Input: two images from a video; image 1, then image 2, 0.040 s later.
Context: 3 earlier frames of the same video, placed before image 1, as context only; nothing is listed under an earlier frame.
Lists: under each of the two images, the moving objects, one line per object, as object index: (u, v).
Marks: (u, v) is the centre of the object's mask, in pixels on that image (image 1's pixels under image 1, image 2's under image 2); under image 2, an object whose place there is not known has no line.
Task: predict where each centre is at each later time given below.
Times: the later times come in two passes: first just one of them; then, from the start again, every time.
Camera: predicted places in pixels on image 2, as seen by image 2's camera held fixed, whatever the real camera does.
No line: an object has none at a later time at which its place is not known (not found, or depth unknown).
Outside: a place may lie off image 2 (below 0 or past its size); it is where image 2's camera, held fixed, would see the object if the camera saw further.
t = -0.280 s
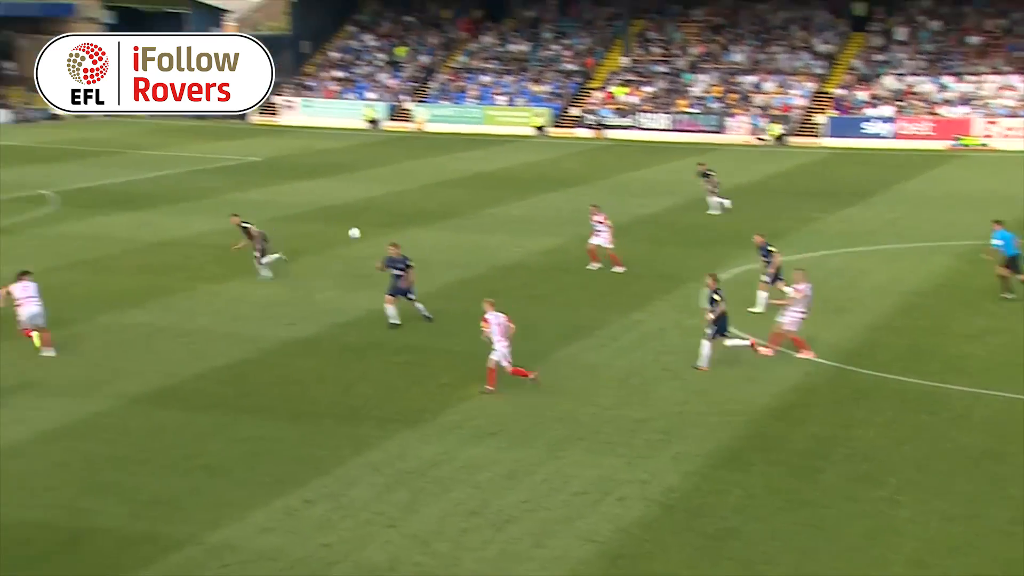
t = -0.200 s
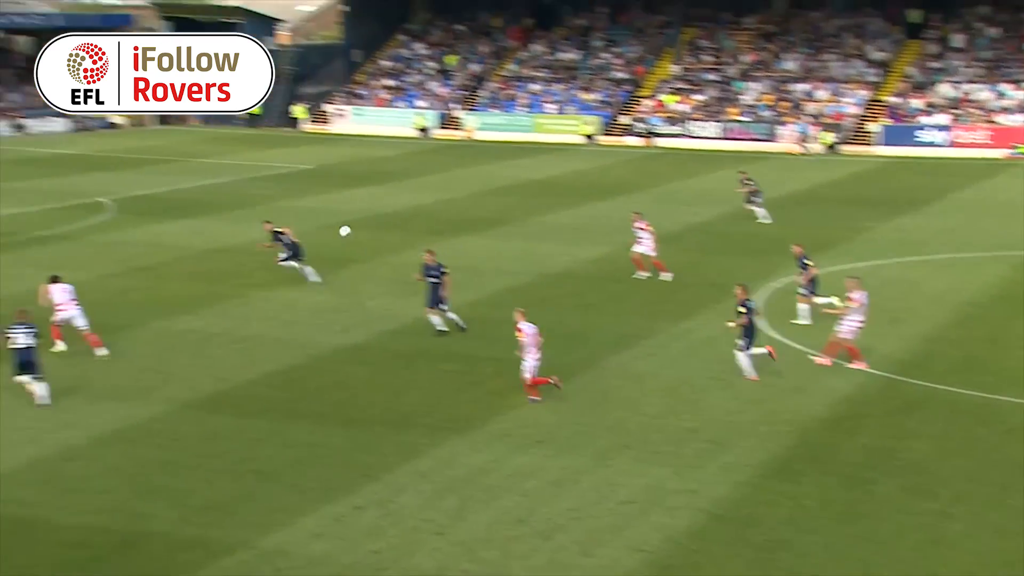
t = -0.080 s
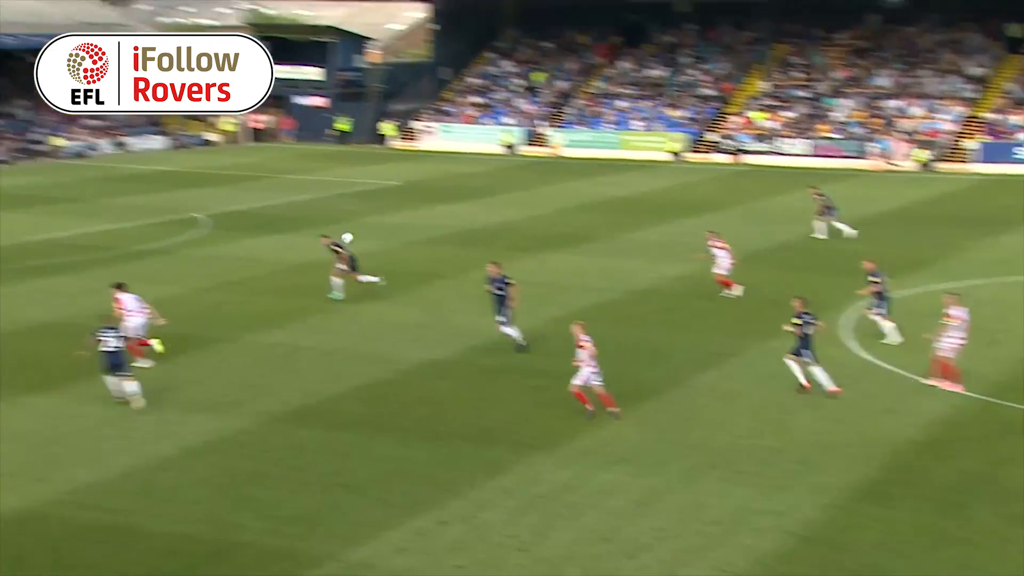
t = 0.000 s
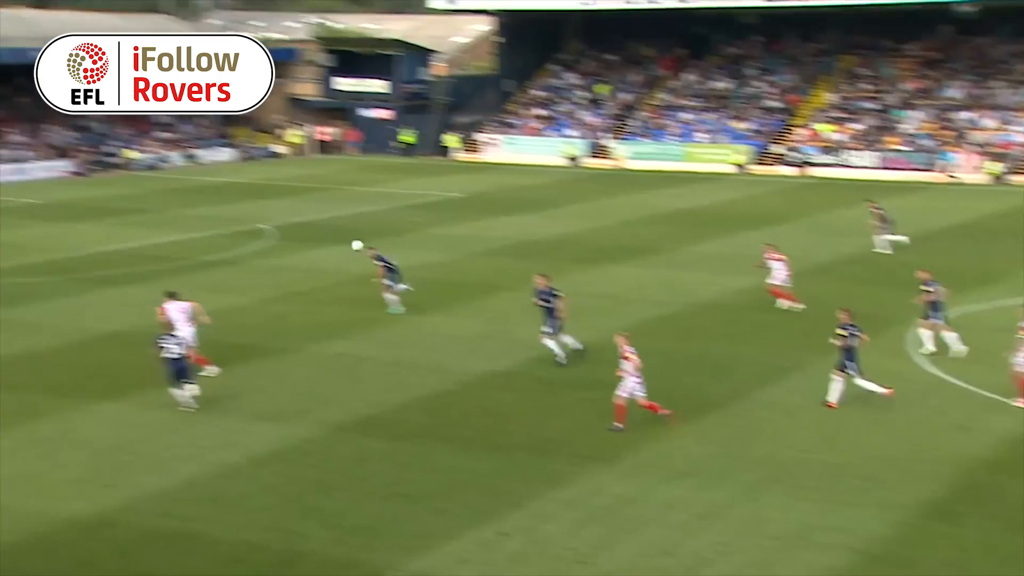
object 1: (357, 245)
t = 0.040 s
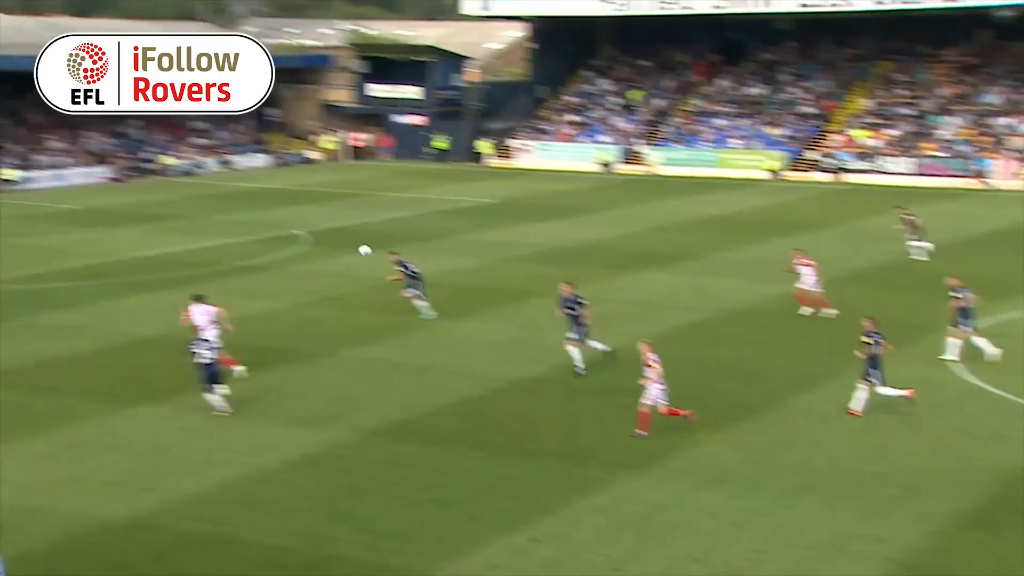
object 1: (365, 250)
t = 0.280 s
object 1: (223, 260)
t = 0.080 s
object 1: (341, 250)
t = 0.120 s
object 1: (318, 252)
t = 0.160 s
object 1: (294, 252)
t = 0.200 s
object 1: (271, 255)
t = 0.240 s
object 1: (247, 257)
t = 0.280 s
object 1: (223, 260)
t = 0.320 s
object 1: (199, 264)
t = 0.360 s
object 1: (175, 268)
